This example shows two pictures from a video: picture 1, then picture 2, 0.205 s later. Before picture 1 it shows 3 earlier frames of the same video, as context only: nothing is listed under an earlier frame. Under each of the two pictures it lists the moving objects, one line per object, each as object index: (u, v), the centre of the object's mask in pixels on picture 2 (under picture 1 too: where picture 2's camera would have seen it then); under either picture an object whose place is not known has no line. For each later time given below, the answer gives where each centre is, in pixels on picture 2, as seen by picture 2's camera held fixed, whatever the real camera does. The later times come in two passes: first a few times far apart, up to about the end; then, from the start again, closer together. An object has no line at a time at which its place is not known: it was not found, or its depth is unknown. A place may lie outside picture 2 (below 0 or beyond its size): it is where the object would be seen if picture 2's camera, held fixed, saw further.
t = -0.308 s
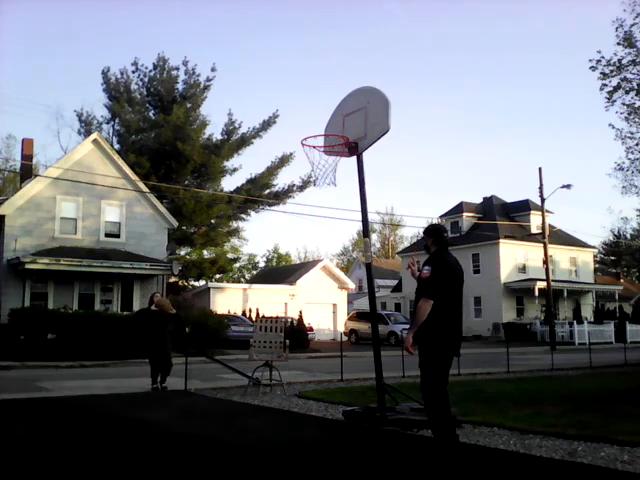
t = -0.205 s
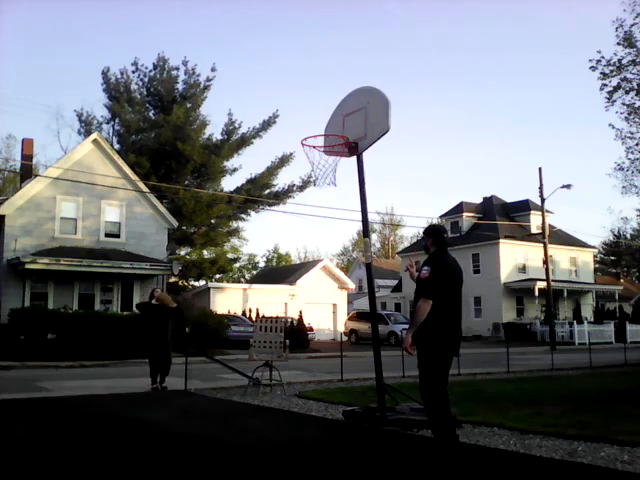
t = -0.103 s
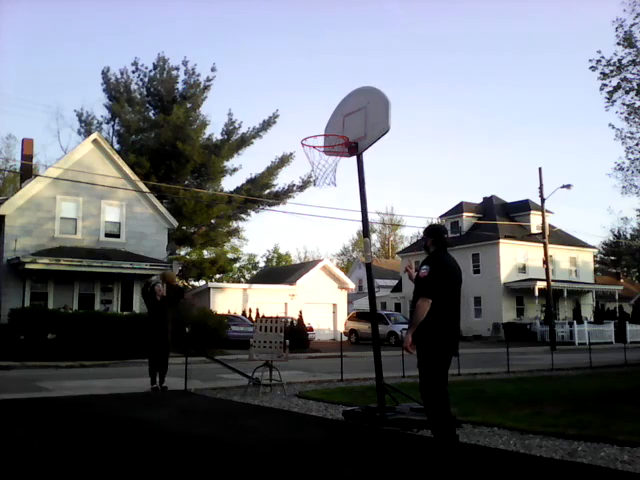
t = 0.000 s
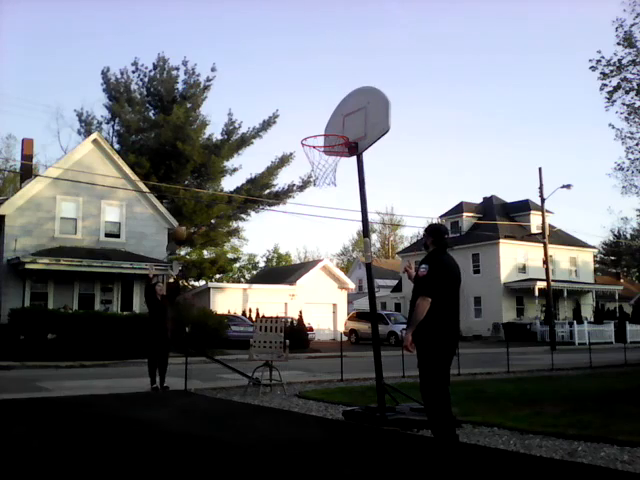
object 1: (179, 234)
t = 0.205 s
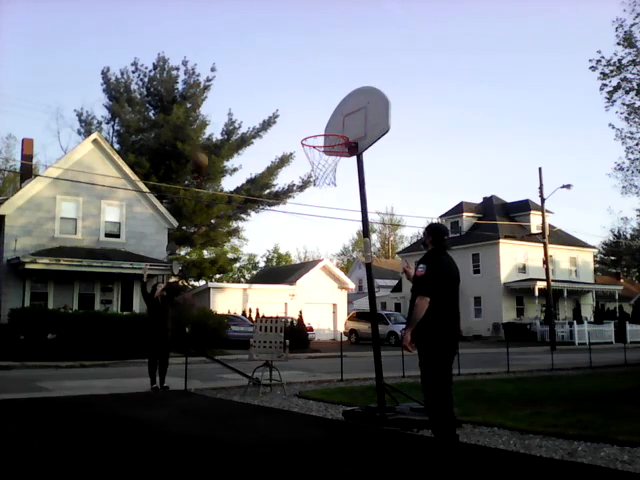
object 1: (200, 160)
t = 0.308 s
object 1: (211, 131)
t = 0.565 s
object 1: (242, 81)
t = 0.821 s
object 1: (280, 72)
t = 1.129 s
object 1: (335, 140)
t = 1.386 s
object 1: (307, 166)
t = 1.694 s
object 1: (273, 255)
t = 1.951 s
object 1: (247, 407)
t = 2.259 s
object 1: (242, 288)
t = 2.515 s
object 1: (239, 245)
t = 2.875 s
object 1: (233, 283)
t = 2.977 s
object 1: (231, 316)
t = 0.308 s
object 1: (211, 131)
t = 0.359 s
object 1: (216, 118)
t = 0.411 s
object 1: (223, 107)
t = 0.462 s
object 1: (229, 97)
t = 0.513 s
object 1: (235, 88)
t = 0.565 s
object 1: (242, 81)
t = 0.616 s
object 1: (249, 75)
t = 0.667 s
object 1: (256, 71)
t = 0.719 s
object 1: (264, 69)
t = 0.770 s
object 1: (272, 69)
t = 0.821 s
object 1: (280, 72)
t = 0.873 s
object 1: (289, 77)
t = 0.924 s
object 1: (298, 84)
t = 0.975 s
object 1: (307, 94)
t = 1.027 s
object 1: (317, 107)
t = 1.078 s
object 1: (328, 123)
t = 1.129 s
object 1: (335, 140)
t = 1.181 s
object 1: (329, 147)
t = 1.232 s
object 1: (324, 155)
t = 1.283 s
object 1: (318, 158)
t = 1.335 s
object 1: (312, 161)
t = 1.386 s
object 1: (307, 166)
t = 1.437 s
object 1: (301, 175)
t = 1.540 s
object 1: (291, 199)
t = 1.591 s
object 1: (284, 215)
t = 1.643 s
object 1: (279, 234)
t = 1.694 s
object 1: (273, 255)
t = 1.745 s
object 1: (267, 279)
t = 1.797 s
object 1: (261, 307)
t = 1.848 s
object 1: (257, 339)
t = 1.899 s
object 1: (250, 371)
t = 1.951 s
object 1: (247, 407)
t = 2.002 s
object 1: (247, 393)
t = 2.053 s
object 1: (243, 369)
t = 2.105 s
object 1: (242, 344)
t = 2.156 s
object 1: (245, 324)
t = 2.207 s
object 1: (242, 304)
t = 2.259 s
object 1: (242, 288)
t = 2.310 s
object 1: (242, 275)
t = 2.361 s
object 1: (240, 264)
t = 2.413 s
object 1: (240, 255)
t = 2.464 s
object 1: (239, 249)
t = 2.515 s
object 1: (239, 245)
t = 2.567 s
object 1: (238, 244)
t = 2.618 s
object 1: (238, 244)
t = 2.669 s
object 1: (237, 247)
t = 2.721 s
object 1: (236, 253)
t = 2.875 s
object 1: (233, 283)
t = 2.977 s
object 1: (231, 316)
